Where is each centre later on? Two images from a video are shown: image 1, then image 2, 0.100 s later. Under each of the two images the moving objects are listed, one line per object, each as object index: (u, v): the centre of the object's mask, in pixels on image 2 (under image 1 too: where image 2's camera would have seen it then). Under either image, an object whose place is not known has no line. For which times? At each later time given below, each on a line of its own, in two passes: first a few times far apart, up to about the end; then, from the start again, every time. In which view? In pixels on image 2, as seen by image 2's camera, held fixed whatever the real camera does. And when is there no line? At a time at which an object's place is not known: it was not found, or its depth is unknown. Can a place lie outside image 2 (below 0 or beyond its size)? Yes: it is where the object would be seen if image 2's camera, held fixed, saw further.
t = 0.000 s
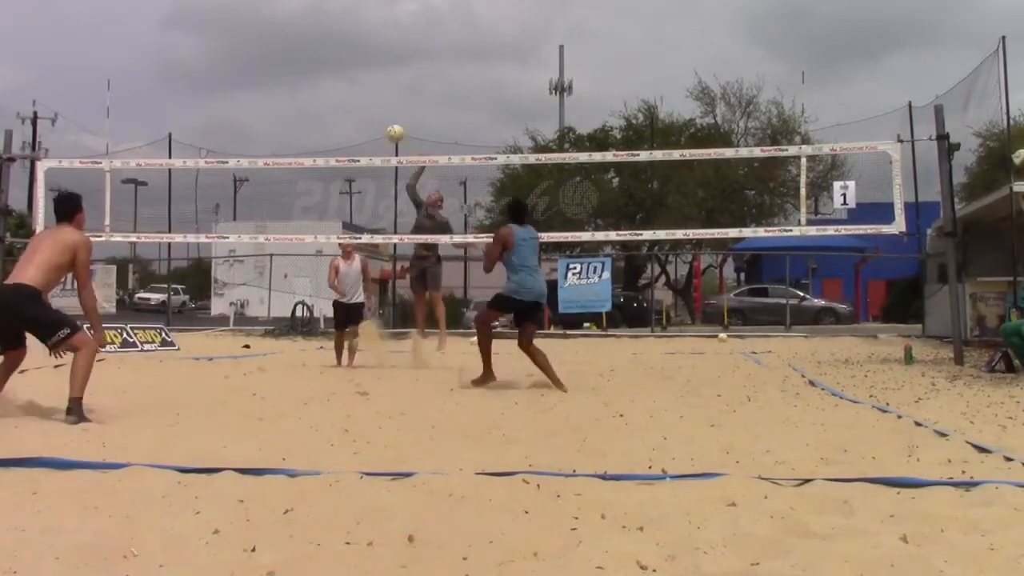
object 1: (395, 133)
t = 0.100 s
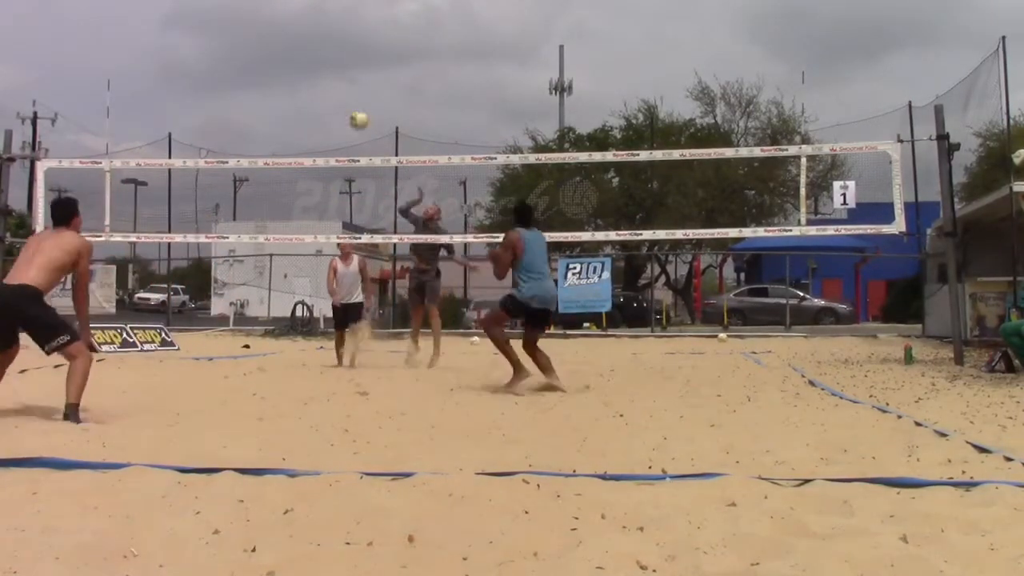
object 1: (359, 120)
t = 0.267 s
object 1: (292, 117)
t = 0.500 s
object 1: (183, 157)
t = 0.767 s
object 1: (33, 289)
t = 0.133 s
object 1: (346, 118)
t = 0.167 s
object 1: (332, 116)
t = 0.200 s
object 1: (320, 115)
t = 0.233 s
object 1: (305, 116)
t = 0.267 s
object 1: (292, 117)
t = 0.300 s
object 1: (277, 119)
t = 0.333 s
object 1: (263, 122)
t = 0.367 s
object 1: (248, 127)
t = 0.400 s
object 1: (232, 132)
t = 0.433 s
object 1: (215, 140)
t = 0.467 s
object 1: (200, 148)
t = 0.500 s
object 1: (183, 157)
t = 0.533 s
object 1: (168, 168)
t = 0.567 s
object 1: (148, 181)
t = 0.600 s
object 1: (130, 193)
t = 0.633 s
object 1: (112, 210)
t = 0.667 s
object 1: (93, 227)
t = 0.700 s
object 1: (74, 245)
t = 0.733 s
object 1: (54, 267)
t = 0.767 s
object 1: (33, 289)
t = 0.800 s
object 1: (12, 315)
